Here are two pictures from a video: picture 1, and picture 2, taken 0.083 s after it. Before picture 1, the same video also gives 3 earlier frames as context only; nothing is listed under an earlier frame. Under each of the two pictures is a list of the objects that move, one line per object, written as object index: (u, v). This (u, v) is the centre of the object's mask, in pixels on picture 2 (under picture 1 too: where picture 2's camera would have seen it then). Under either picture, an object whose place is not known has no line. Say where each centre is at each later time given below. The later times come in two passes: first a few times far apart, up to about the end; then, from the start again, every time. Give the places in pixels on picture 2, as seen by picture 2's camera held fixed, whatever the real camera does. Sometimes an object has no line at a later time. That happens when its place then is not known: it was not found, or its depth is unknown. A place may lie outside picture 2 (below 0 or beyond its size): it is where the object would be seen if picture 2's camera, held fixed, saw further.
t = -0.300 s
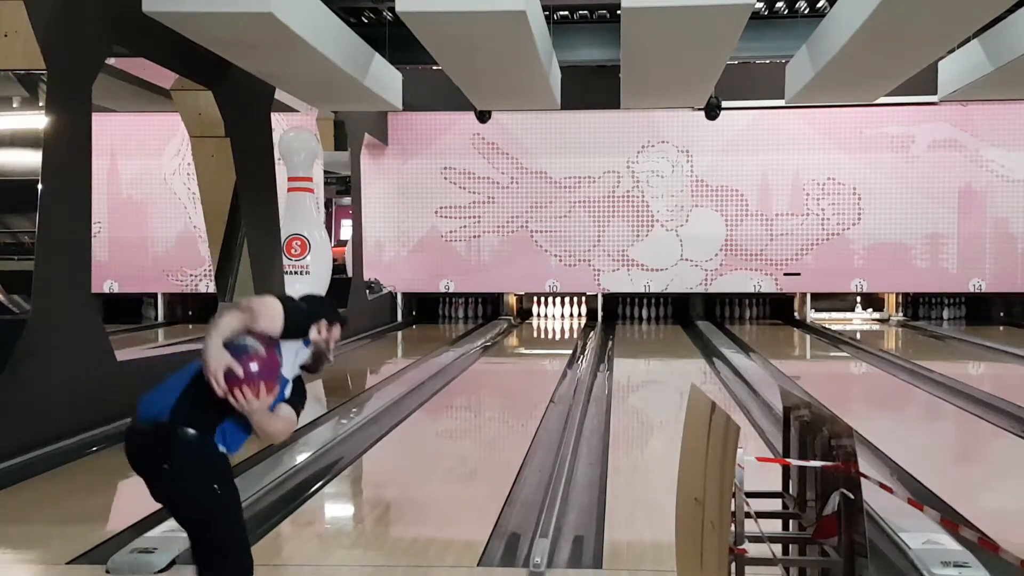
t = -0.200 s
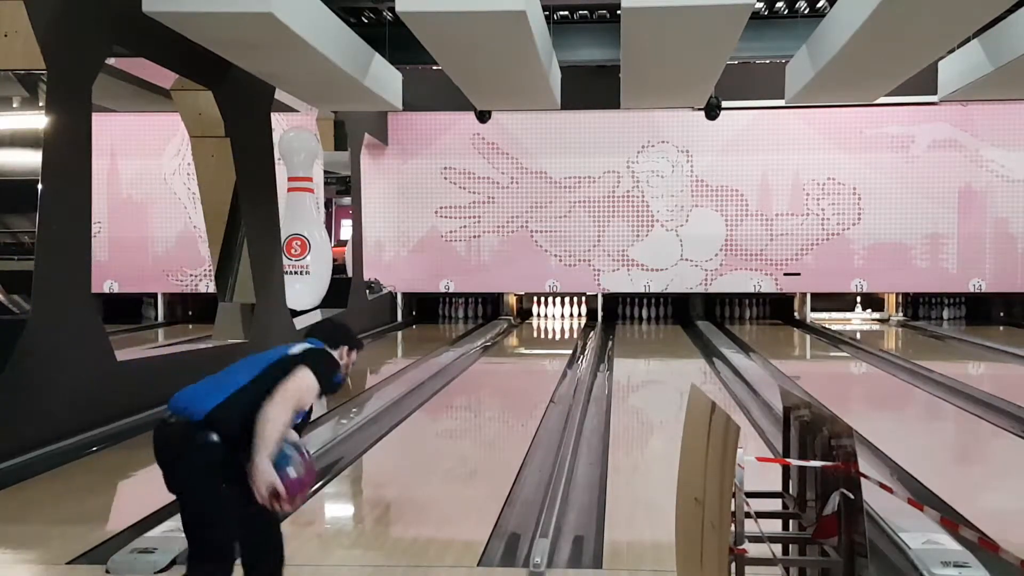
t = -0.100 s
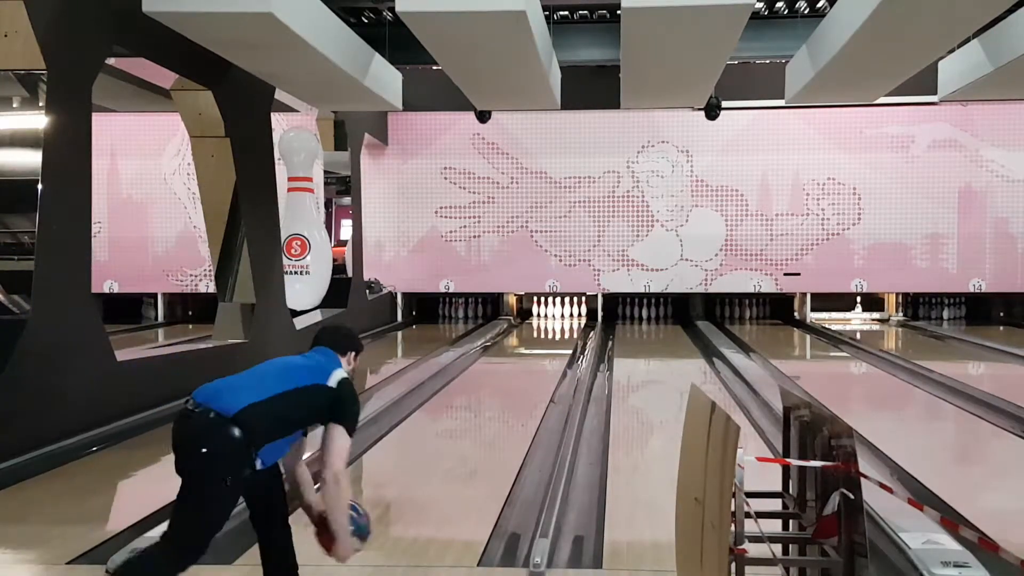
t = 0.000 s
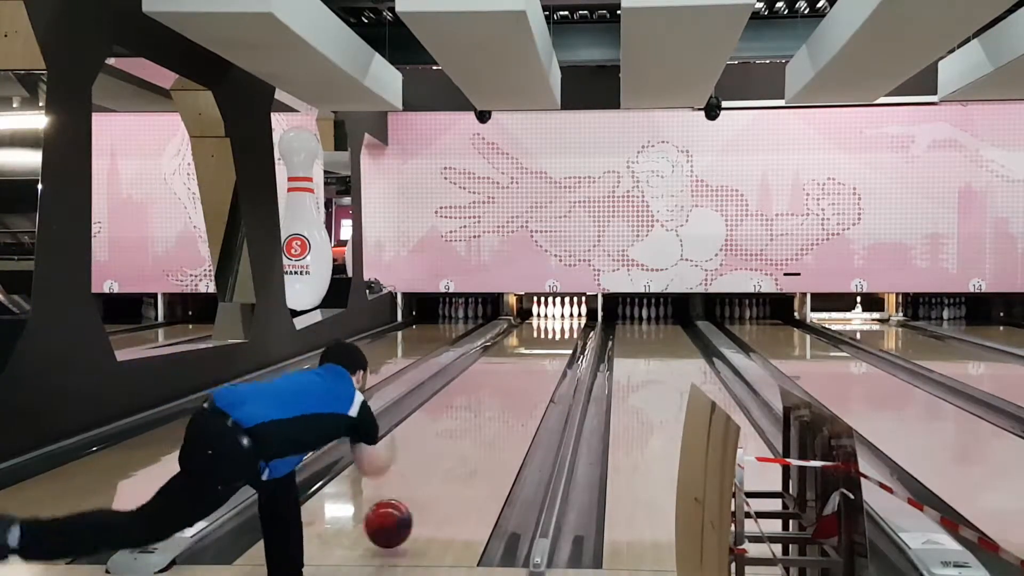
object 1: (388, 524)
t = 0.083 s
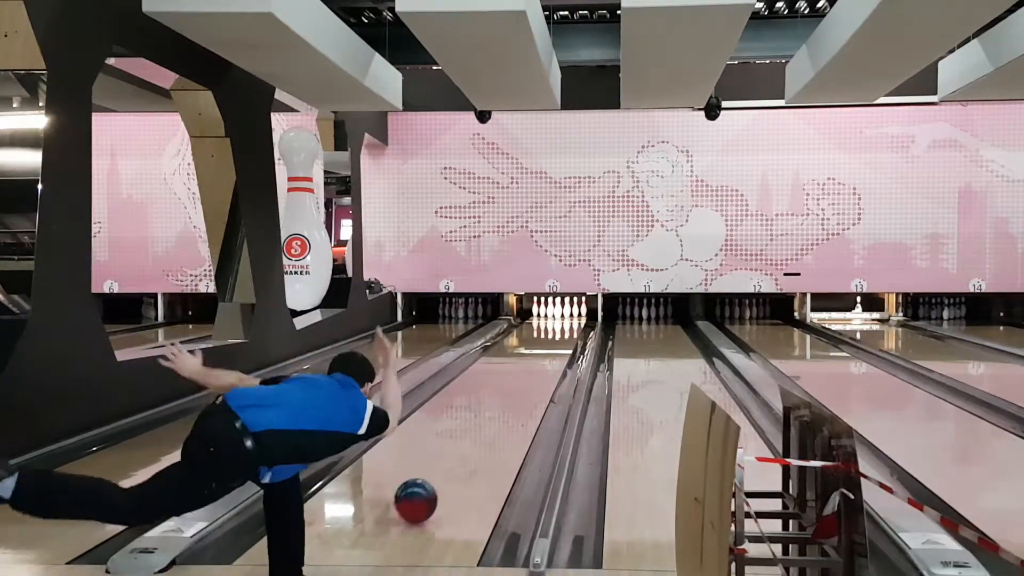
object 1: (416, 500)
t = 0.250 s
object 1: (457, 459)
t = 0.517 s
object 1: (499, 414)
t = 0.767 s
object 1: (525, 386)
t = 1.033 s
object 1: (543, 366)
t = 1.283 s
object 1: (555, 351)
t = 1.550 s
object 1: (563, 339)
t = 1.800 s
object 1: (567, 331)
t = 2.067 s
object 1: (568, 323)
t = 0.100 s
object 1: (421, 497)
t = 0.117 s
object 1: (425, 492)
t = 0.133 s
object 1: (430, 487)
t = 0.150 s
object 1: (434, 483)
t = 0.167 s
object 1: (438, 478)
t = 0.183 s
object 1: (442, 474)
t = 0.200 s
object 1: (446, 470)
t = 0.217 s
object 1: (450, 466)
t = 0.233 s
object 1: (453, 463)
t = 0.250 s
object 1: (457, 459)
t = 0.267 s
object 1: (460, 456)
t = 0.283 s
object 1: (463, 452)
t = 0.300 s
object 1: (467, 449)
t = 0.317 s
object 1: (470, 447)
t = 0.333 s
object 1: (473, 443)
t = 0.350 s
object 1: (475, 440)
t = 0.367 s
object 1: (478, 437)
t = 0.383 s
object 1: (481, 434)
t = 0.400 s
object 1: (483, 431)
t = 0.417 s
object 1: (486, 429)
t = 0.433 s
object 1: (488, 426)
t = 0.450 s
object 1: (490, 423)
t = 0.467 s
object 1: (493, 421)
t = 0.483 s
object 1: (495, 418)
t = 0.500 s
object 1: (497, 416)
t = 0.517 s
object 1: (499, 414)
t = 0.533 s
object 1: (501, 412)
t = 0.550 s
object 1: (503, 410)
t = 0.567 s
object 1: (505, 407)
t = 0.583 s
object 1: (507, 405)
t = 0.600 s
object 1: (509, 404)
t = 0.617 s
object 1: (511, 402)
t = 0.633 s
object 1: (512, 400)
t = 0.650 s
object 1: (514, 398)
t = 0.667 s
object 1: (516, 396)
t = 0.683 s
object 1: (517, 394)
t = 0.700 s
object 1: (519, 392)
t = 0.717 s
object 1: (520, 391)
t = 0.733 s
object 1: (522, 389)
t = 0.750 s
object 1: (523, 388)
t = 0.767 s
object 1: (525, 386)
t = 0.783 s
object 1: (526, 384)
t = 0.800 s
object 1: (528, 383)
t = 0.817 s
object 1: (529, 381)
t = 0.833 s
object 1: (530, 380)
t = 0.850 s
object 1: (532, 378)
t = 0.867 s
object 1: (533, 377)
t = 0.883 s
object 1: (534, 376)
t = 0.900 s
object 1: (535, 374)
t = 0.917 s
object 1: (536, 373)
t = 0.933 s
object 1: (537, 372)
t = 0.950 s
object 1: (538, 371)
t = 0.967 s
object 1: (539, 370)
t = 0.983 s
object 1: (540, 369)
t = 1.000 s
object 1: (541, 367)
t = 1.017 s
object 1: (543, 367)
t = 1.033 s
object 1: (543, 366)
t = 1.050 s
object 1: (544, 364)
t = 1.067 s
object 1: (545, 363)
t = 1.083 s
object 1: (546, 362)
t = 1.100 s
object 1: (547, 361)
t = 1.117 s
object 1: (548, 360)
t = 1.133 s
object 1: (549, 359)
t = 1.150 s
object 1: (549, 359)
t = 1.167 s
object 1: (550, 357)
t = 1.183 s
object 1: (551, 356)
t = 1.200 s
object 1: (552, 355)
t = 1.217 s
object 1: (553, 355)
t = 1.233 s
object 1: (553, 354)
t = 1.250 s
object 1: (554, 354)
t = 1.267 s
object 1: (555, 352)
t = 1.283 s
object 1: (555, 351)
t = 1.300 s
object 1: (556, 350)
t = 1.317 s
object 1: (556, 350)
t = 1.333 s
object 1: (557, 349)
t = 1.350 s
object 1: (558, 348)
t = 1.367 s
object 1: (558, 347)
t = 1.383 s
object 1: (559, 346)
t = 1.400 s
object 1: (559, 346)
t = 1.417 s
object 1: (559, 345)
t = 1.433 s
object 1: (560, 344)
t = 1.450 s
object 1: (561, 343)
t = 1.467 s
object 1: (561, 343)
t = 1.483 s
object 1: (561, 342)
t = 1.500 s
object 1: (562, 341)
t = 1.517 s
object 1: (562, 341)
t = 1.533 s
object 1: (563, 340)
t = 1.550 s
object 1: (563, 339)
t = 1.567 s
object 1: (563, 338)
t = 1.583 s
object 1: (564, 337)
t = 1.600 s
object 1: (564, 337)
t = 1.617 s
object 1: (565, 336)
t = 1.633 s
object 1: (565, 335)
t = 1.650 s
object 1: (565, 335)
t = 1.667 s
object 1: (565, 334)
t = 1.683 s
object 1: (566, 334)
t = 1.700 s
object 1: (566, 333)
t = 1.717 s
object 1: (566, 333)
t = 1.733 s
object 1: (566, 332)
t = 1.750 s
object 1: (567, 332)
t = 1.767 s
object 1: (566, 331)
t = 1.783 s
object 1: (567, 331)
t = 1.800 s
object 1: (567, 331)
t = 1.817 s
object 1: (567, 330)
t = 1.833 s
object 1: (567, 329)
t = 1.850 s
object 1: (567, 329)
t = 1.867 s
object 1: (568, 328)
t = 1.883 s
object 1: (568, 328)
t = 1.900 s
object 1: (568, 327)
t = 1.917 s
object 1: (568, 327)
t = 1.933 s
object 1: (568, 326)
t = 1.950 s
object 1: (568, 326)
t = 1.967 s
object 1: (568, 325)
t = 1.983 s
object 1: (568, 325)
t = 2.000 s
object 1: (567, 324)
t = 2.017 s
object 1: (568, 324)
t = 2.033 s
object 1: (567, 324)
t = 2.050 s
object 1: (568, 323)
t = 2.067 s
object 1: (568, 323)
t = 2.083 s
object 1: (568, 322)
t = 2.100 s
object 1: (568, 321)
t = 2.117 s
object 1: (567, 321)
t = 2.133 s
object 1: (567, 320)
